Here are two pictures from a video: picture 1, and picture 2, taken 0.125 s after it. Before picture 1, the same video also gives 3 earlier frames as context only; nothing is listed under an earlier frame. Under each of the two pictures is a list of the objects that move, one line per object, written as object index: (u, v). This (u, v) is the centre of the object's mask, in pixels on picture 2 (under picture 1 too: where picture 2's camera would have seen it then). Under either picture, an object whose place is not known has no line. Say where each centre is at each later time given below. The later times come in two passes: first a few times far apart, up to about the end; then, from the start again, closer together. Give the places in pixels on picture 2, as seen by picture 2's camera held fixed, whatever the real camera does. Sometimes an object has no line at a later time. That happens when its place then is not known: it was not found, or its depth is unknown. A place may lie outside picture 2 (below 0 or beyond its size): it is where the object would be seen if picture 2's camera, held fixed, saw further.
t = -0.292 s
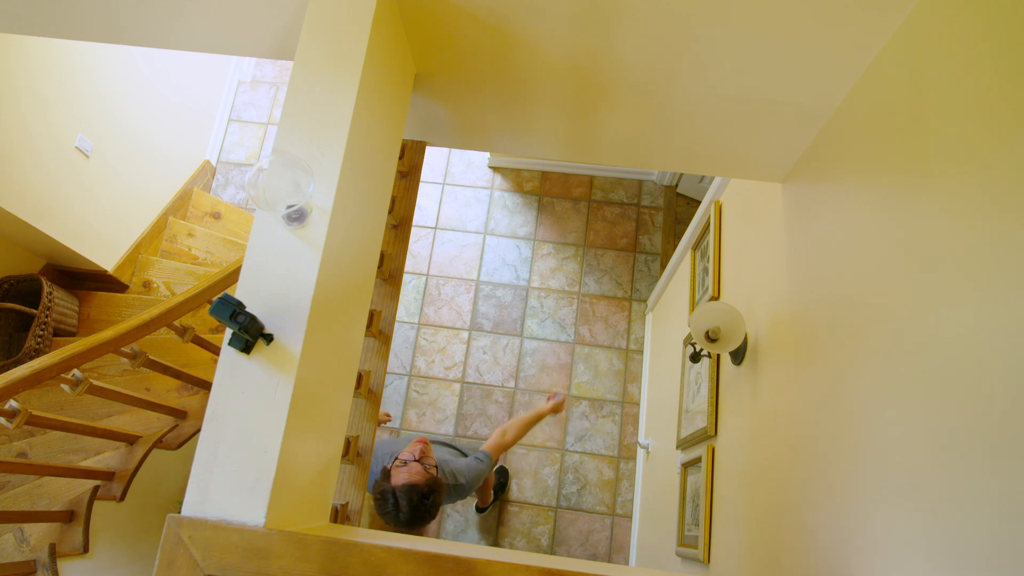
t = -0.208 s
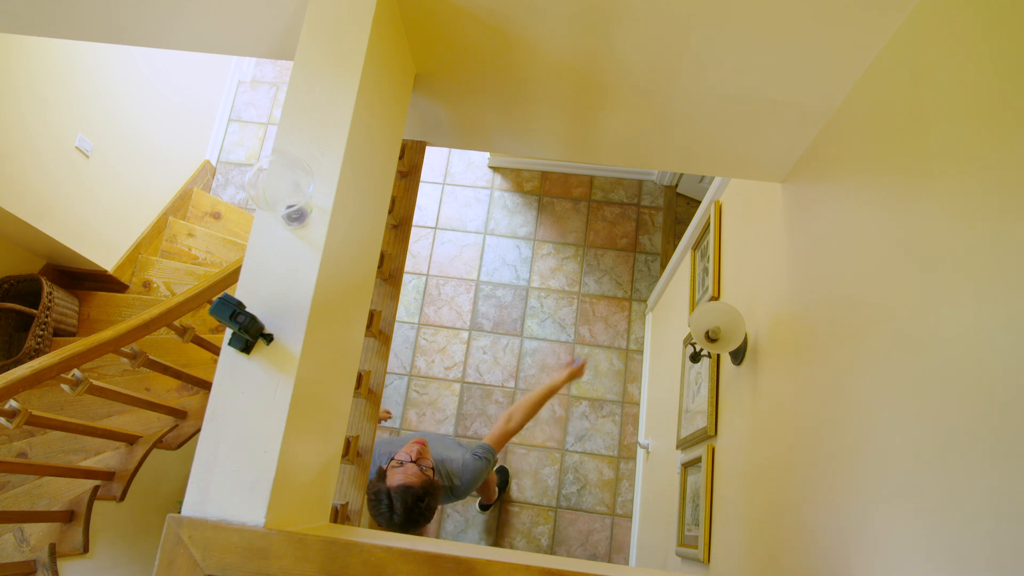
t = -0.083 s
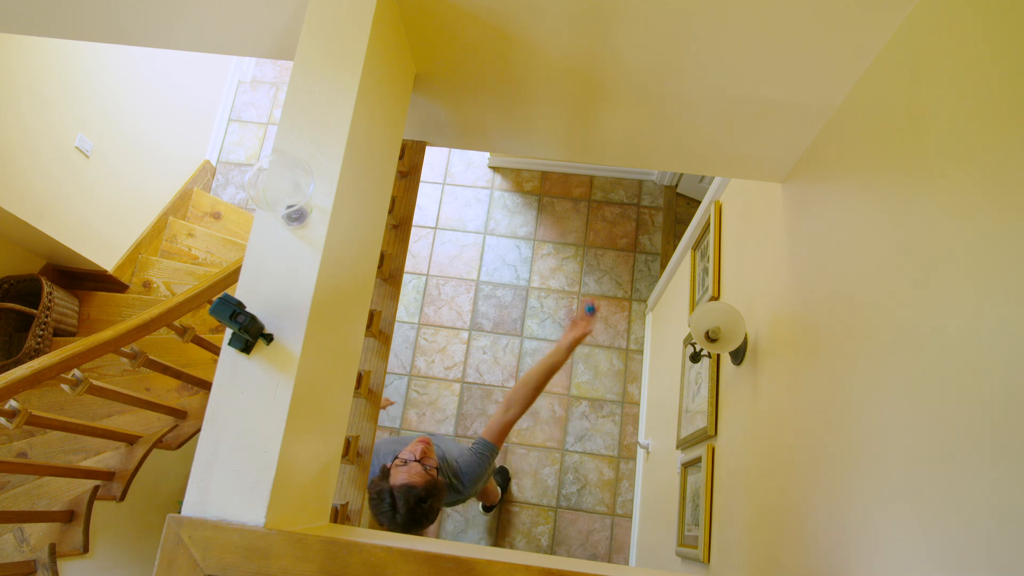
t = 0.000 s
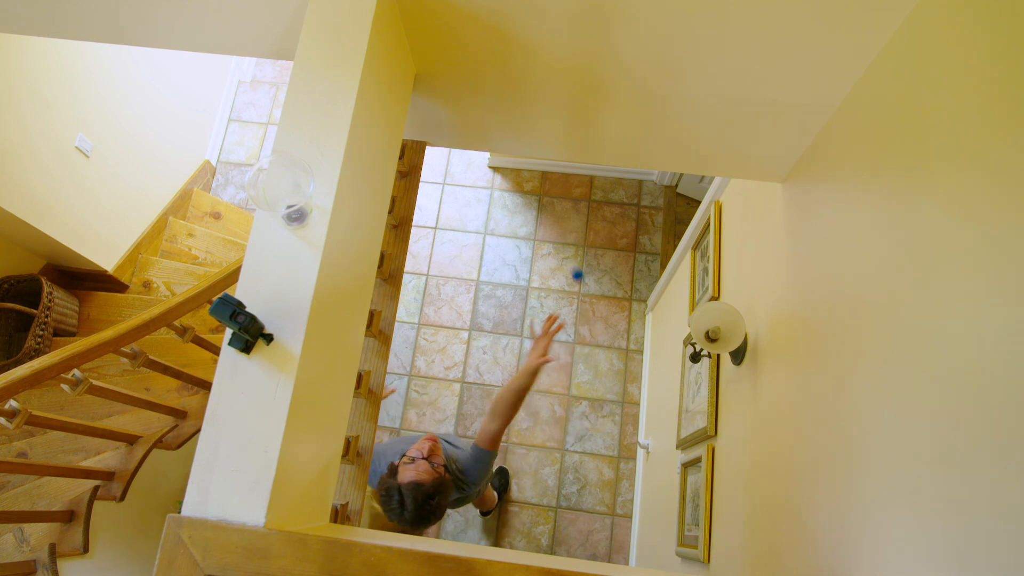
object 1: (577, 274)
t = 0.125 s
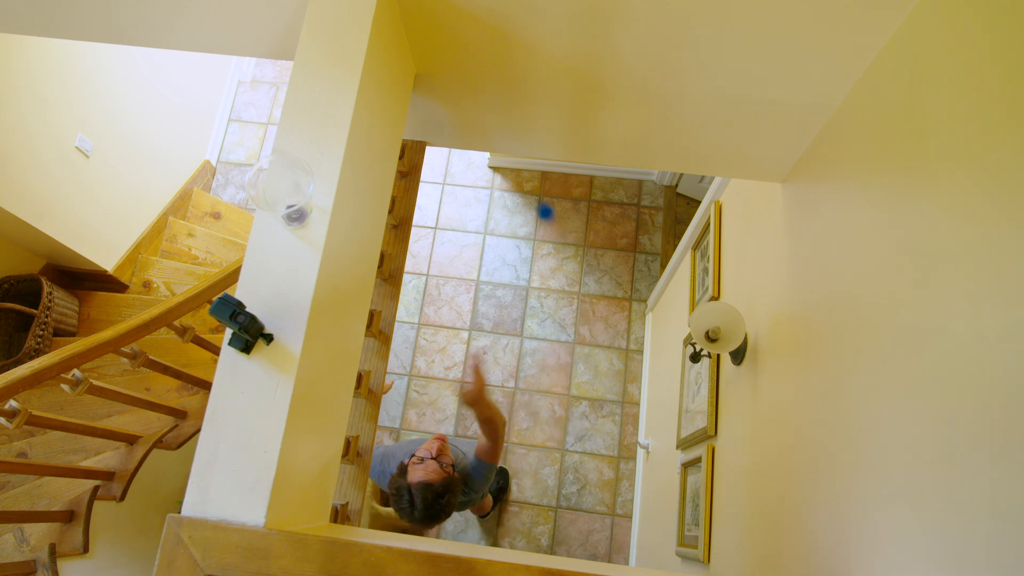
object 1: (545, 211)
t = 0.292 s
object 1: (464, 125)
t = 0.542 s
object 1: (307, 130)
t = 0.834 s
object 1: (281, 157)
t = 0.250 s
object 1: (488, 143)
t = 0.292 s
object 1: (464, 125)
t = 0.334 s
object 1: (436, 110)
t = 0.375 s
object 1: (407, 100)
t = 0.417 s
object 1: (379, 97)
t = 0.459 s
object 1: (352, 101)
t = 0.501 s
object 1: (326, 112)
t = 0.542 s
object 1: (307, 130)
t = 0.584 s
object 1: (293, 154)
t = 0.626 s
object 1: (284, 182)
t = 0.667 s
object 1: (279, 209)
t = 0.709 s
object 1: (272, 201)
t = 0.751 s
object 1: (269, 183)
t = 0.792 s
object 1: (273, 166)
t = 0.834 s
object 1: (281, 157)
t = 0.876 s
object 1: (287, 155)
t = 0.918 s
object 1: (290, 160)
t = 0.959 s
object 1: (293, 172)
